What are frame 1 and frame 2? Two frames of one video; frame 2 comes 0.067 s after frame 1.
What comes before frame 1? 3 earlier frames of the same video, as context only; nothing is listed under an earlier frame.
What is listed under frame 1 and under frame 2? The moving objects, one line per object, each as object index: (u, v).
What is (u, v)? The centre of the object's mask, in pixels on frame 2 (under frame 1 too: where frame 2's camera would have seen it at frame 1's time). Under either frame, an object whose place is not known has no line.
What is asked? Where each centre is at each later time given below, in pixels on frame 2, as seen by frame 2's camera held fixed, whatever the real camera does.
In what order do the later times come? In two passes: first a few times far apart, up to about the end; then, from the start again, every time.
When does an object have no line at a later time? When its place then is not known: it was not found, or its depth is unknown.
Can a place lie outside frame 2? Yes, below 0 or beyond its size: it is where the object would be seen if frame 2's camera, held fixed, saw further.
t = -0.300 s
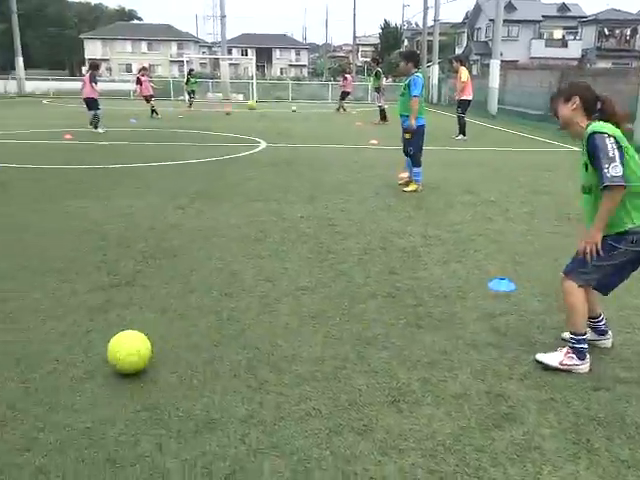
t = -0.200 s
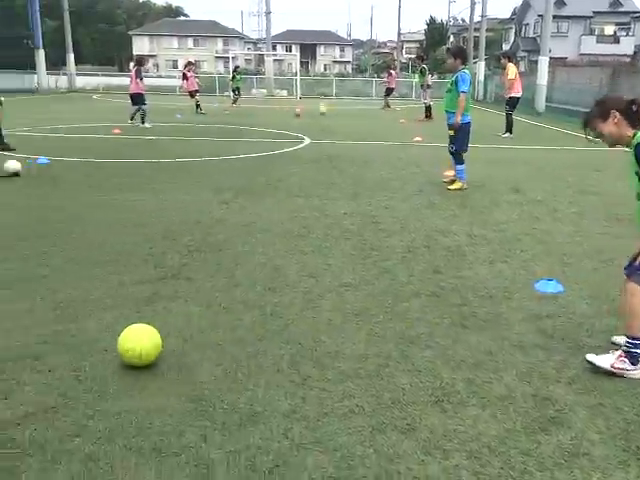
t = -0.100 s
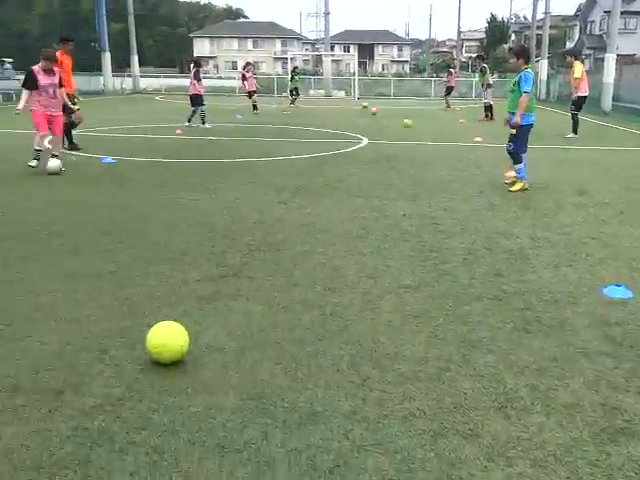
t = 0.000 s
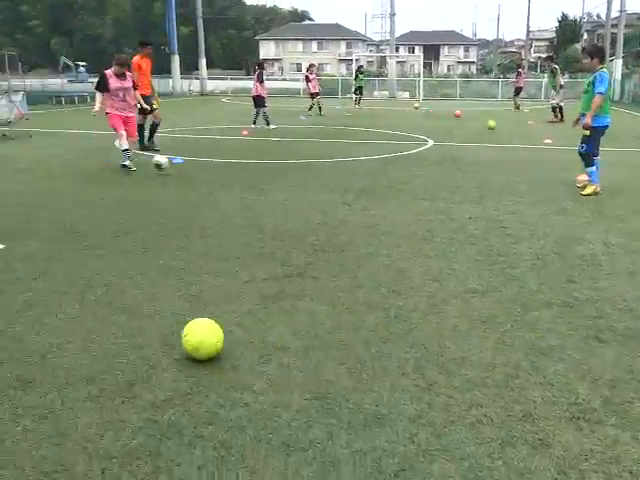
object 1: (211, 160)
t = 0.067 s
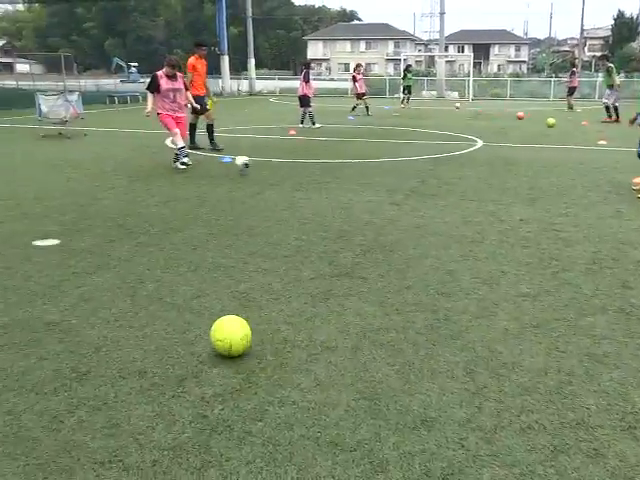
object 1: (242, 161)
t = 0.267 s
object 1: (329, 169)
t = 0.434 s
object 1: (384, 173)
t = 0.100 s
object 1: (258, 163)
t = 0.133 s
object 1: (275, 167)
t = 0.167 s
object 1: (289, 167)
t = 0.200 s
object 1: (303, 167)
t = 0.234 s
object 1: (316, 167)
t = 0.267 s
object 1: (329, 169)
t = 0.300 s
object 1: (342, 171)
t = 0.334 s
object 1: (355, 171)
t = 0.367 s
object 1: (365, 171)
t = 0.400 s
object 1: (377, 172)
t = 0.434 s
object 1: (384, 173)
